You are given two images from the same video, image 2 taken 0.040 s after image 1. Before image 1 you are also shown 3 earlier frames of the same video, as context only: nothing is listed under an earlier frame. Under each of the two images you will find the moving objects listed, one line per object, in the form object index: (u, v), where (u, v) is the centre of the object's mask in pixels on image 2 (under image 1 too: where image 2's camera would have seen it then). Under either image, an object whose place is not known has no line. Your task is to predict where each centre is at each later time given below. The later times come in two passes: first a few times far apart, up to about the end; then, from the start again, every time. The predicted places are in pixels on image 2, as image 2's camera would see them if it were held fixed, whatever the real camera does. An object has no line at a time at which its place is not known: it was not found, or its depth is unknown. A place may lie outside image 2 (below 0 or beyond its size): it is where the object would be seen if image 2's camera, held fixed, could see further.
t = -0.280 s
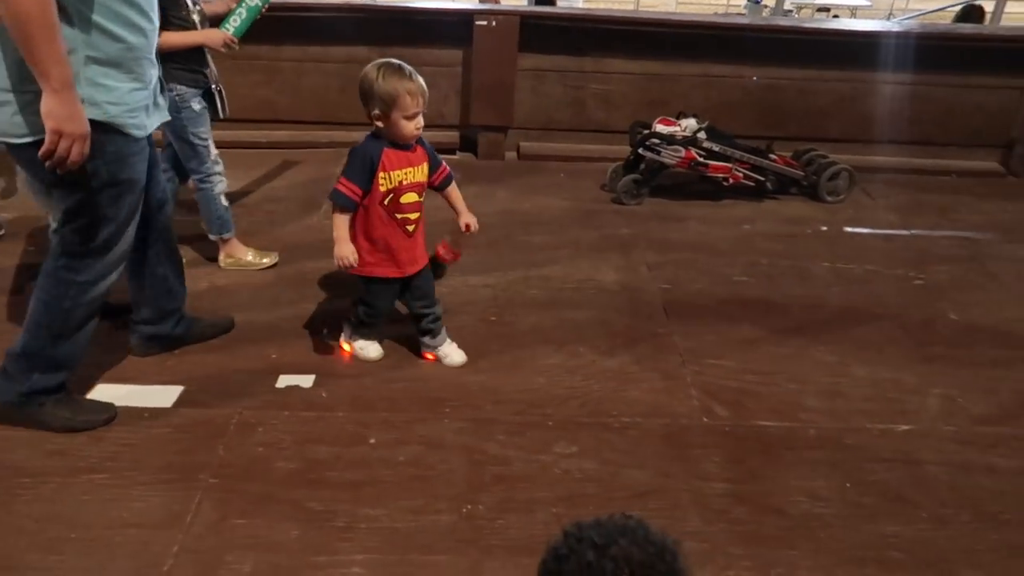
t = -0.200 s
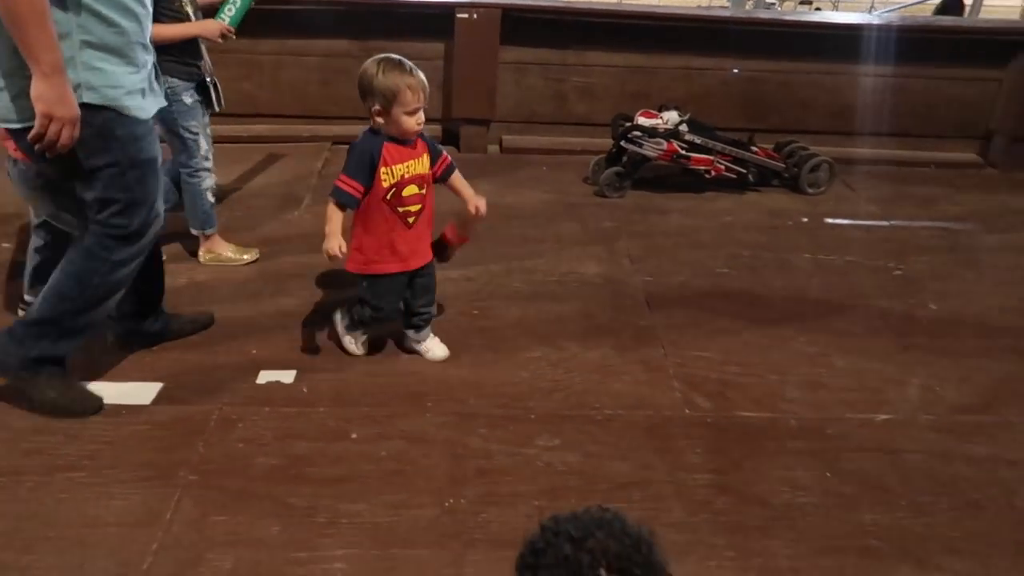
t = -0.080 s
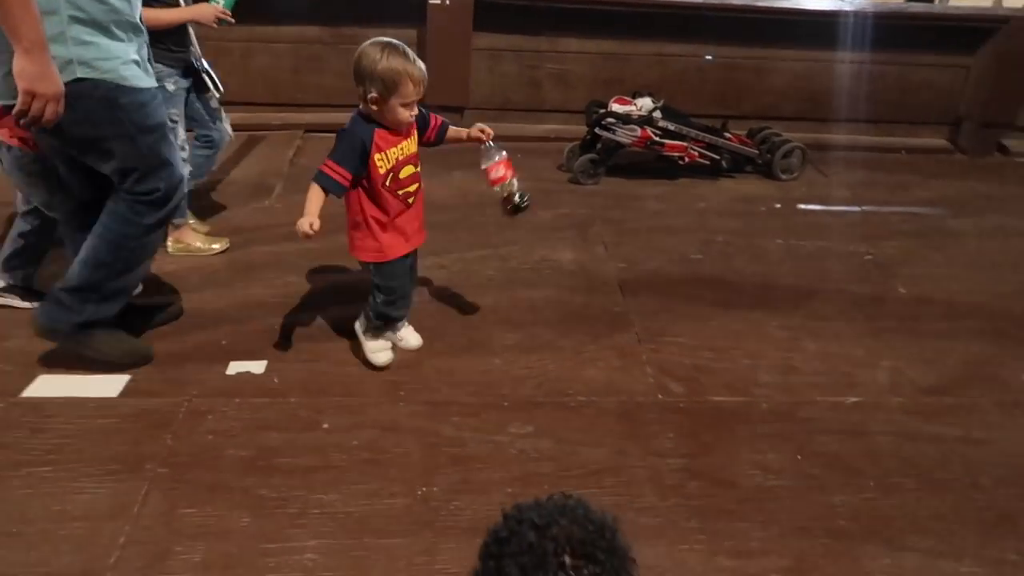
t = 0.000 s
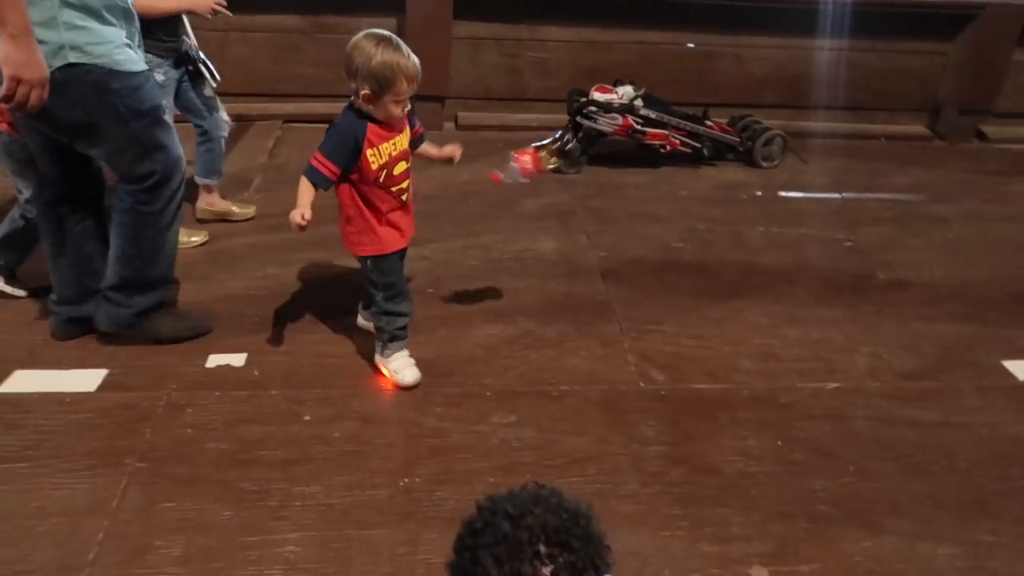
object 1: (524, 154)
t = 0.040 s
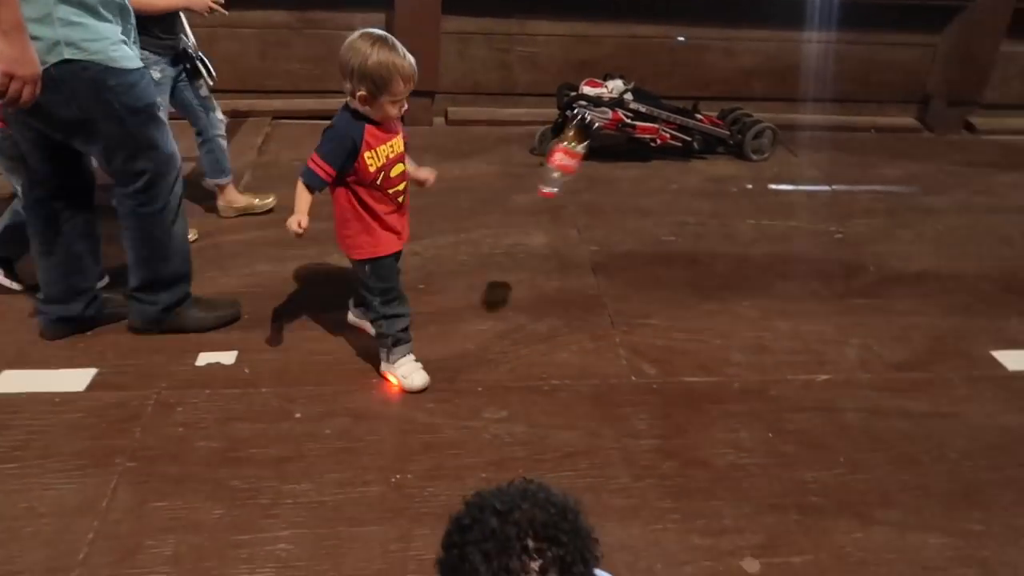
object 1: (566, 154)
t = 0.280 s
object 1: (780, 193)
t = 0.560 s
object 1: (923, 385)
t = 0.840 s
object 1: (1027, 426)
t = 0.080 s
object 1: (609, 145)
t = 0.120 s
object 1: (647, 142)
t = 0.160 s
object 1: (681, 144)
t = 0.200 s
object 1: (719, 157)
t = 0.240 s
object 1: (749, 170)
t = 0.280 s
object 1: (780, 193)
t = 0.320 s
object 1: (807, 222)
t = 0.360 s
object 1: (830, 255)
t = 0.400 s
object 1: (849, 297)
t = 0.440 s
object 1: (867, 343)
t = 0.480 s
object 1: (884, 382)
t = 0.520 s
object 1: (907, 383)
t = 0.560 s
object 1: (923, 385)
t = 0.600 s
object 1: (939, 389)
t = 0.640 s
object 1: (960, 398)
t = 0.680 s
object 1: (979, 410)
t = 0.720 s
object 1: (994, 427)
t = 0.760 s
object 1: (1011, 424)
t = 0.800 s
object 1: (1022, 424)
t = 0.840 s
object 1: (1027, 426)
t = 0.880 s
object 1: (1033, 424)
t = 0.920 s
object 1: (1036, 421)
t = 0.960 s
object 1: (1039, 419)
